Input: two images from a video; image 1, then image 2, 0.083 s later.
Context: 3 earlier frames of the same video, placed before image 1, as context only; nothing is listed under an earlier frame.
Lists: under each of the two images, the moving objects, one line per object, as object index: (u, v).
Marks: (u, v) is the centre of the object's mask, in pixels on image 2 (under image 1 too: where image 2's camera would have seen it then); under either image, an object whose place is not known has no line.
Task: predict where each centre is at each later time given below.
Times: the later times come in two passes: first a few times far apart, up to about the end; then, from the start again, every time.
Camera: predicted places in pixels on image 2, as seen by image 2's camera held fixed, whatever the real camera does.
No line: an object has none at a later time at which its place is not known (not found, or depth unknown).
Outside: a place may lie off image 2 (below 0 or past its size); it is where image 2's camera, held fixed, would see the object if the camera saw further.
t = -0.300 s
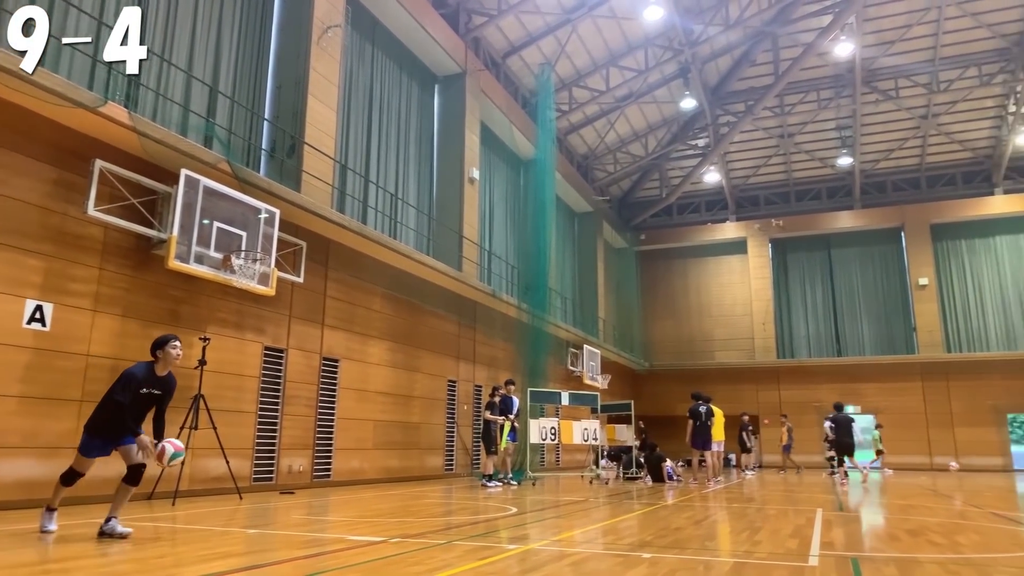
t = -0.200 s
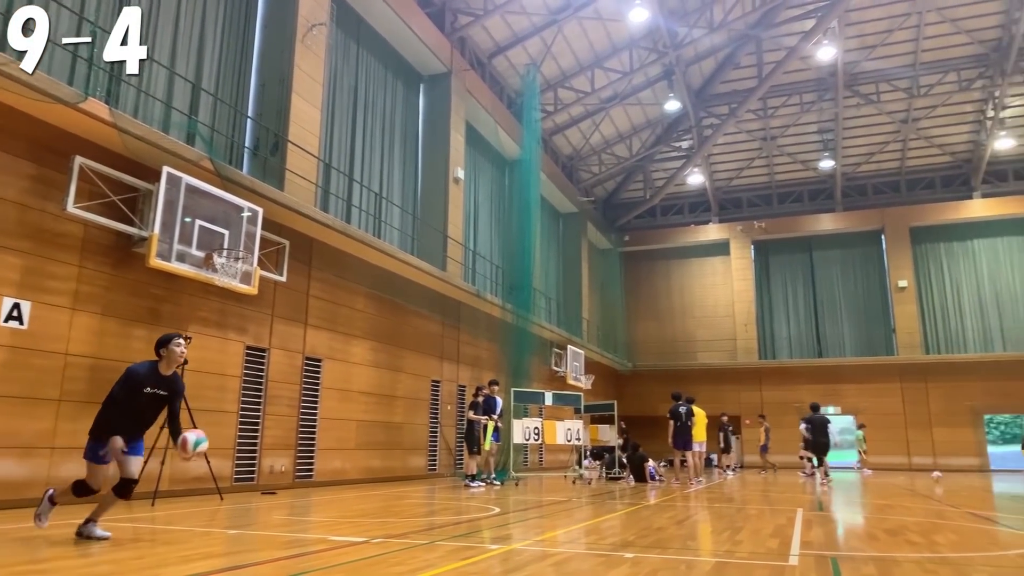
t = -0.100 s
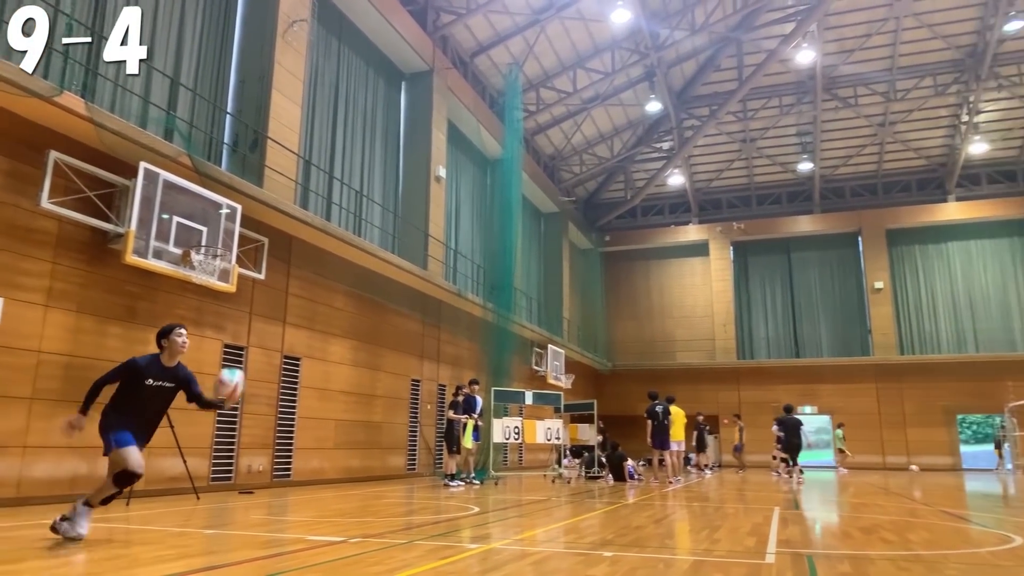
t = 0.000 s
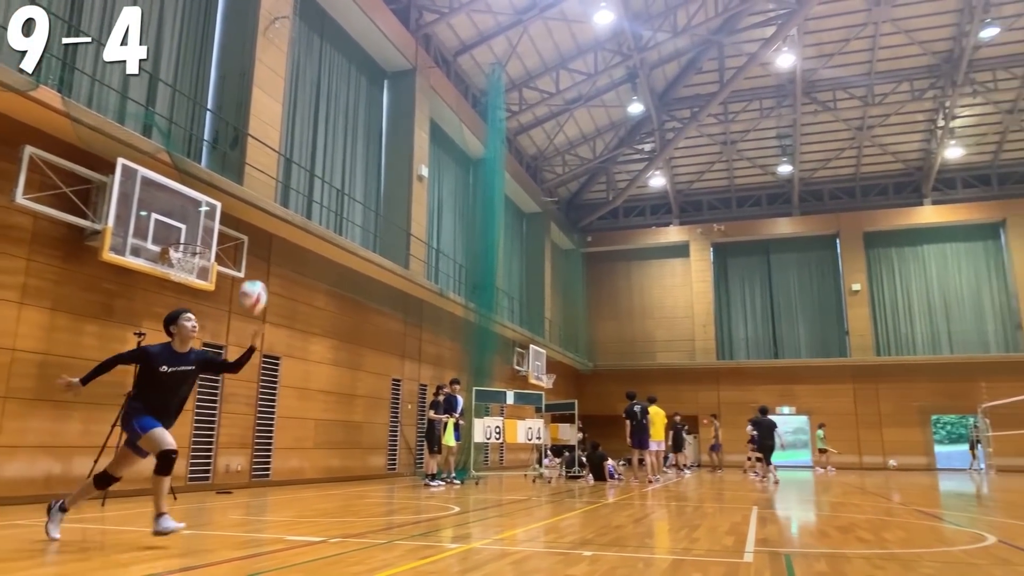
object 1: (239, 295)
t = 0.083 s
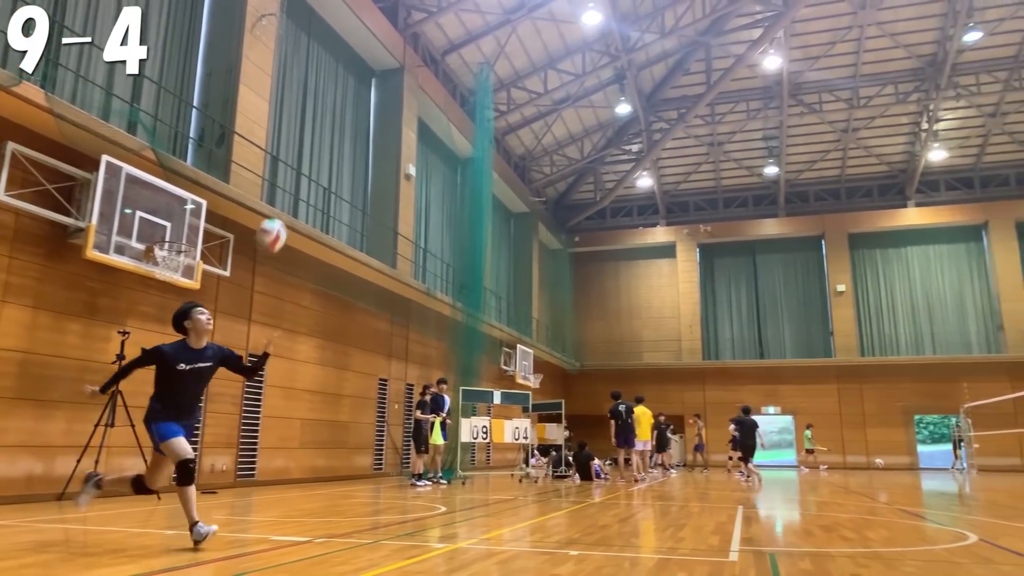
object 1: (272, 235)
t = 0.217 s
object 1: (322, 159)
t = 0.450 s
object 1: (405, 83)
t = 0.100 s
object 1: (278, 224)
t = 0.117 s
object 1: (284, 213)
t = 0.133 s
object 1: (291, 202)
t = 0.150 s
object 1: (298, 193)
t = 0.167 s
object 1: (304, 184)
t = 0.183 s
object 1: (310, 175)
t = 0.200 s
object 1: (316, 167)
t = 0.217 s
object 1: (322, 159)
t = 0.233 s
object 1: (328, 151)
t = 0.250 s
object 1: (335, 144)
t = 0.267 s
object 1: (341, 137)
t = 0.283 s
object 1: (347, 130)
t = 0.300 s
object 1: (353, 124)
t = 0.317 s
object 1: (359, 117)
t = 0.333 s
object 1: (365, 112)
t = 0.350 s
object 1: (371, 108)
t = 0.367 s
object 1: (376, 103)
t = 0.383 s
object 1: (382, 99)
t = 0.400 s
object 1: (388, 94)
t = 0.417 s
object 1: (393, 91)
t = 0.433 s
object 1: (399, 86)
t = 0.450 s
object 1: (405, 83)
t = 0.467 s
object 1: (410, 80)
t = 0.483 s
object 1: (416, 77)
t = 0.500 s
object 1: (422, 75)
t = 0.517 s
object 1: (427, 73)
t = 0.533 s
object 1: (433, 72)
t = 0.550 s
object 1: (439, 70)
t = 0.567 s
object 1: (445, 69)
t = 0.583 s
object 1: (450, 68)
